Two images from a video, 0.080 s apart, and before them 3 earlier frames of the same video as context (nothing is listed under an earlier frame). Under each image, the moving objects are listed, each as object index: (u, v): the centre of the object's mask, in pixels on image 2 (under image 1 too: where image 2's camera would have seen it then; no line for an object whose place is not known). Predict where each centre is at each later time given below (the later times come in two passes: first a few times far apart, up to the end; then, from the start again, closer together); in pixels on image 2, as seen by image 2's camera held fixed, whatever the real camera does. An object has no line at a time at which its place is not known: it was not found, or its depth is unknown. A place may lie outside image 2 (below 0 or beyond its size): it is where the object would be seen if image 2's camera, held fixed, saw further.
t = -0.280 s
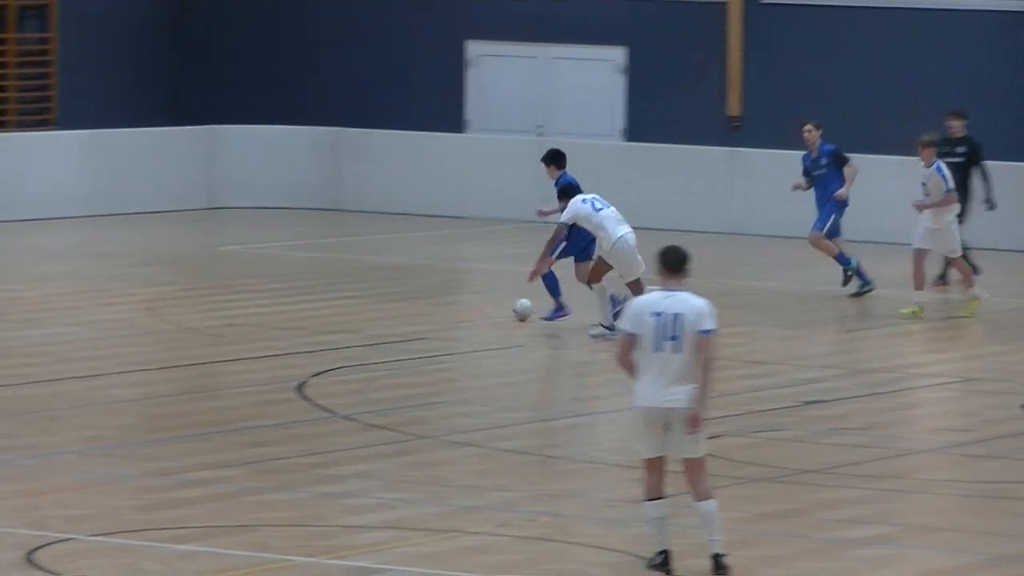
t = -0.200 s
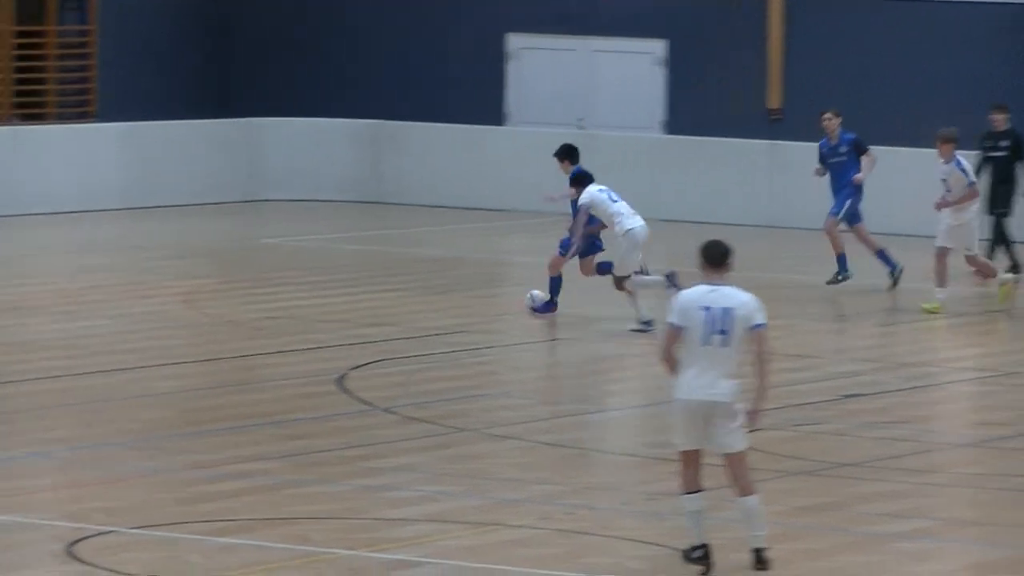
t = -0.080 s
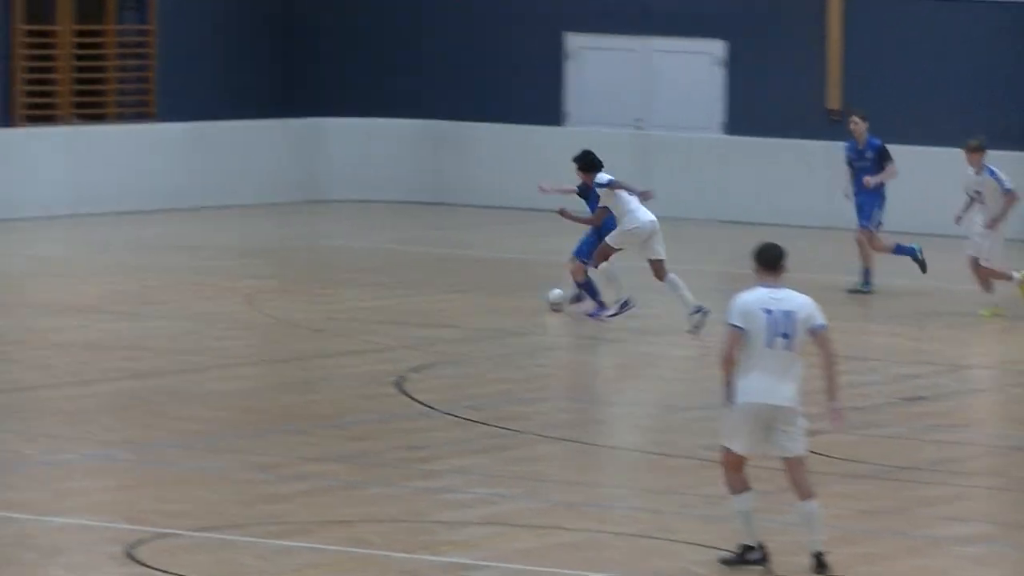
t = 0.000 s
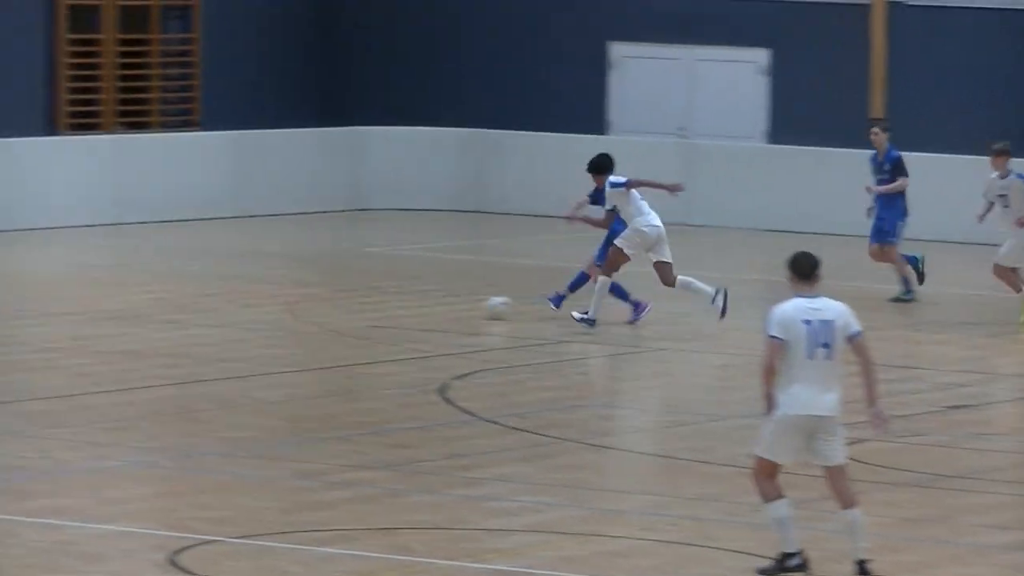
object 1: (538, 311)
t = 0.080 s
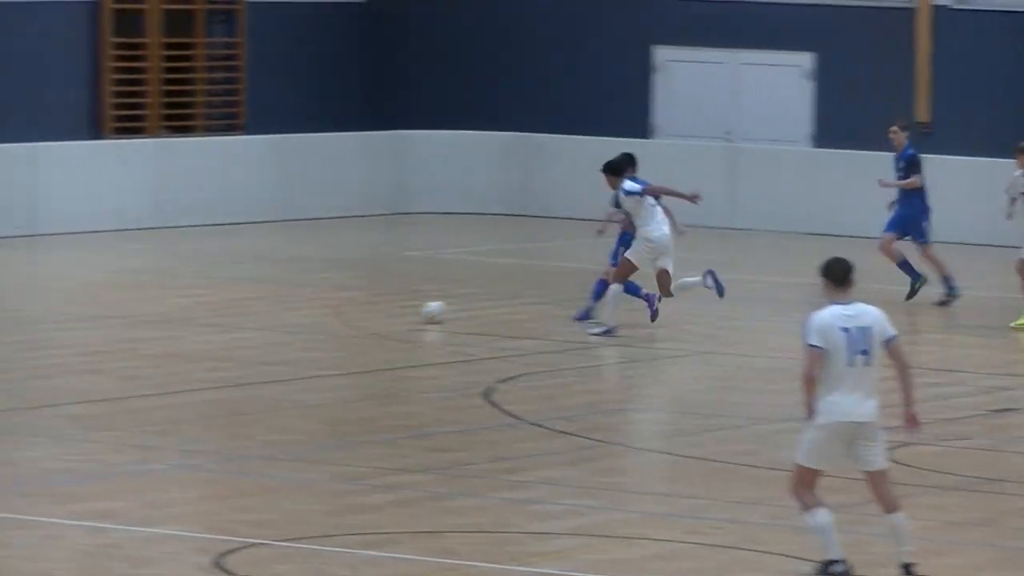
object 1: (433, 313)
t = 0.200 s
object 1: (279, 313)
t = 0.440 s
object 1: (-8, 314)
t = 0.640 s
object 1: (-240, 314)
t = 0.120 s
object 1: (382, 313)
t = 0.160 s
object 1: (331, 313)
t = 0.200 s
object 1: (279, 313)
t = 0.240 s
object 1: (231, 313)
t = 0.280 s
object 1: (182, 314)
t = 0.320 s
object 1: (131, 314)
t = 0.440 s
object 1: (-8, 314)
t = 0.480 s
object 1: (-56, 313)
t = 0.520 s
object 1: (-101, 313)
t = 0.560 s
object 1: (-149, 314)
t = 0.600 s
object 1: (-194, 313)
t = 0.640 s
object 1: (-240, 314)
